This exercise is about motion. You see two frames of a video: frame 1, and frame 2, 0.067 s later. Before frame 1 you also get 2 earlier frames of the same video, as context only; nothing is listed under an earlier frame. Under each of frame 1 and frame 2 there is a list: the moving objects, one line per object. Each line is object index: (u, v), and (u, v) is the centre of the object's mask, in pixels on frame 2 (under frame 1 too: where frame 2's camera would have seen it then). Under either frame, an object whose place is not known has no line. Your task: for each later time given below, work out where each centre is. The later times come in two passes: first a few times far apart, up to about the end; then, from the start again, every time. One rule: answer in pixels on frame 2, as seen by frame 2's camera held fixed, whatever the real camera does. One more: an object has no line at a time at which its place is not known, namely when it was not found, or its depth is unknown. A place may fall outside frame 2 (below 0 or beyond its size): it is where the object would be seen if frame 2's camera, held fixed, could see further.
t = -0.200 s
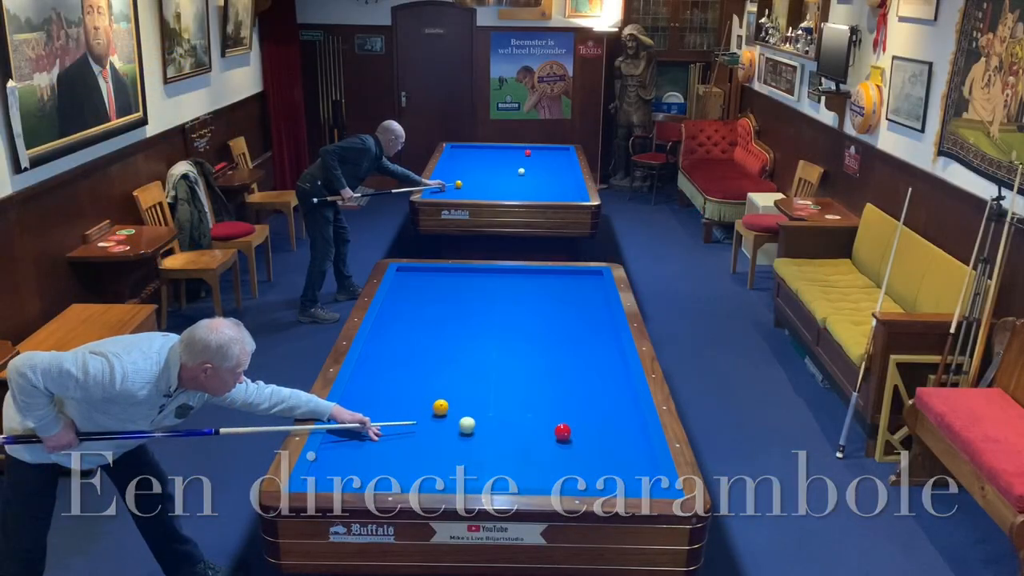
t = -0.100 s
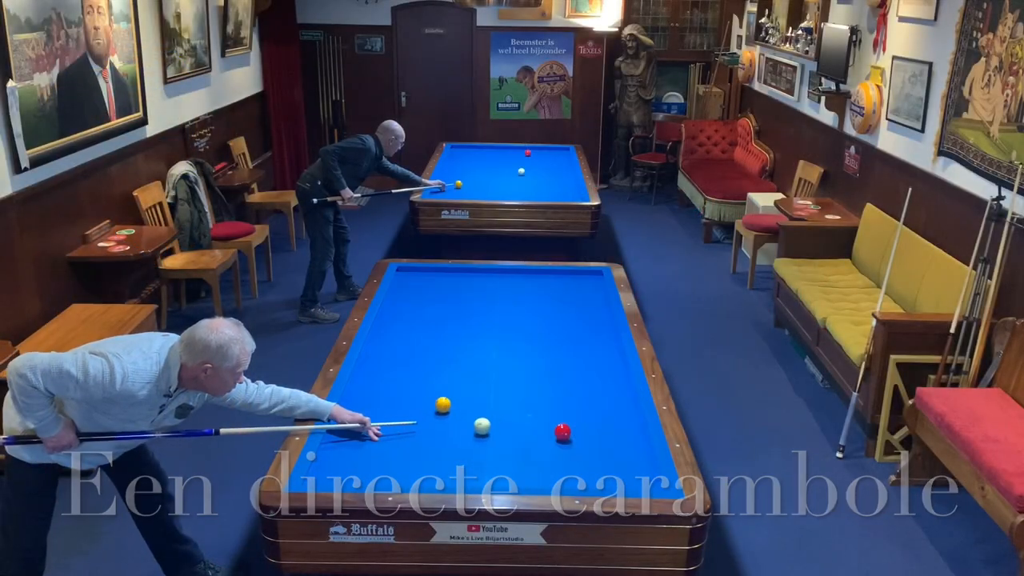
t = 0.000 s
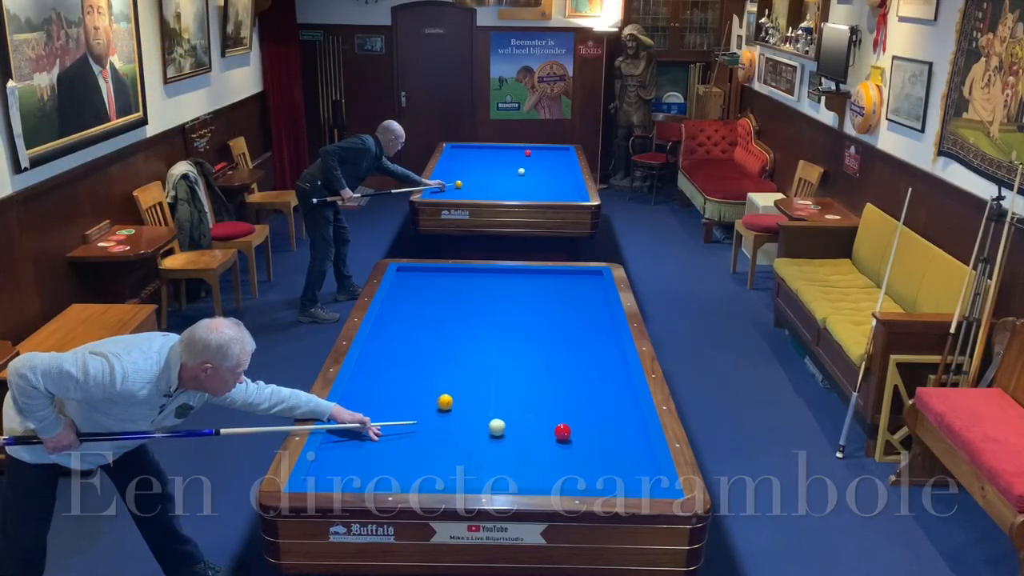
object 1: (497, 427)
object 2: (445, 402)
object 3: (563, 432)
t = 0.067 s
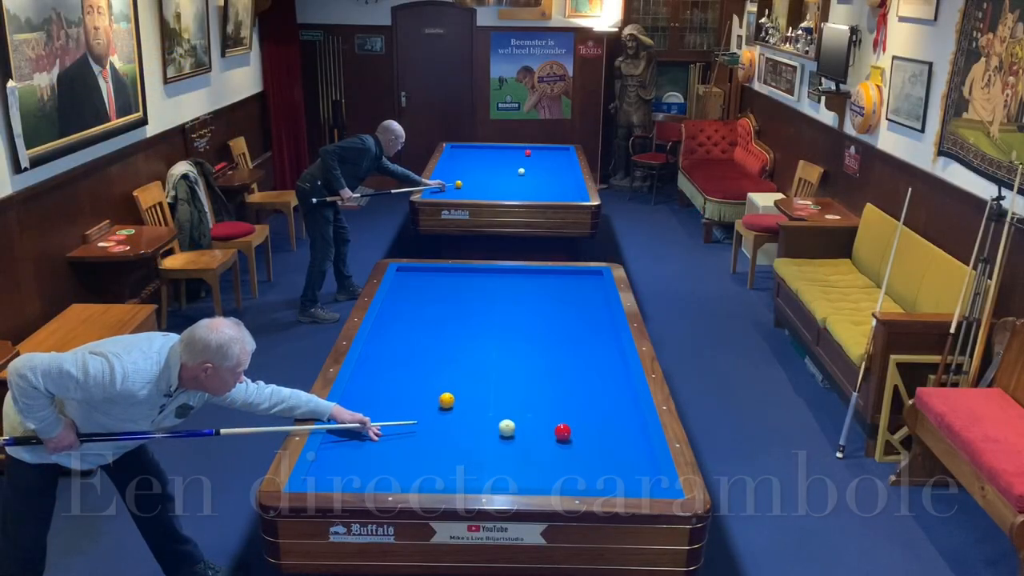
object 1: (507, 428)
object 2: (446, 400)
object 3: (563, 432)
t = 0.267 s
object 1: (536, 430)
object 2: (451, 396)
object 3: (563, 432)
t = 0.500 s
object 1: (550, 431)
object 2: (455, 391)
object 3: (581, 433)
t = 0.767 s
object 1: (559, 432)
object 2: (460, 385)
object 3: (606, 435)
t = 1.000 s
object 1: (565, 433)
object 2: (464, 381)
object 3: (627, 437)
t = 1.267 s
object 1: (572, 433)
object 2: (468, 376)
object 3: (638, 438)
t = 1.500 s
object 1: (578, 434)
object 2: (471, 373)
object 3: (627, 438)
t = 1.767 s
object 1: (583, 434)
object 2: (474, 369)
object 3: (615, 438)
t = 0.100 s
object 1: (511, 428)
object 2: (447, 400)
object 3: (562, 432)
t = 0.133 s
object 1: (516, 428)
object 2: (448, 399)
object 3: (563, 432)
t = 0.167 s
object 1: (521, 429)
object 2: (448, 398)
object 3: (563, 432)
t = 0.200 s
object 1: (526, 429)
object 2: (449, 397)
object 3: (563, 432)
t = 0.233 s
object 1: (531, 430)
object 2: (450, 396)
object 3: (563, 432)
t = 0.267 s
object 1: (536, 430)
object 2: (451, 396)
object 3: (563, 432)
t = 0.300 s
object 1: (541, 430)
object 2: (451, 395)
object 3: (563, 432)
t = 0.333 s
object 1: (546, 431)
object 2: (452, 394)
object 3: (563, 432)
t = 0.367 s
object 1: (546, 431)
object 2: (452, 393)
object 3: (567, 432)
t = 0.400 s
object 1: (547, 431)
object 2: (453, 393)
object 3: (572, 433)
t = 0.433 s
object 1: (548, 431)
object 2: (454, 392)
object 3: (575, 433)
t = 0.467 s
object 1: (549, 431)
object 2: (454, 391)
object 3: (578, 433)
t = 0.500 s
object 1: (550, 431)
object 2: (455, 391)
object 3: (581, 433)
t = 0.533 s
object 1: (551, 431)
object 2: (456, 390)
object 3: (584, 434)
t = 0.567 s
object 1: (552, 431)
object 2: (456, 389)
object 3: (588, 434)
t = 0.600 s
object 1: (553, 431)
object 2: (457, 388)
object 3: (591, 434)
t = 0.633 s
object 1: (554, 431)
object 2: (457, 388)
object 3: (594, 434)
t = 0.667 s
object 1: (555, 432)
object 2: (458, 387)
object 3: (597, 434)
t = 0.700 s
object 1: (557, 432)
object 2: (459, 386)
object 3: (600, 434)
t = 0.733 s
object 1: (558, 432)
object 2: (459, 386)
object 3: (603, 435)
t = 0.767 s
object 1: (559, 432)
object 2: (460, 385)
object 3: (606, 435)
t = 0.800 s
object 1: (560, 432)
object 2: (460, 384)
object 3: (609, 435)
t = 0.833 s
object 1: (561, 432)
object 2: (461, 384)
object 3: (612, 435)
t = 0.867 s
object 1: (562, 432)
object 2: (461, 383)
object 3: (615, 436)
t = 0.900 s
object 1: (562, 432)
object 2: (462, 382)
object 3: (618, 436)
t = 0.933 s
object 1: (564, 433)
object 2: (463, 382)
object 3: (622, 436)
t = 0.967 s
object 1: (565, 433)
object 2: (463, 381)
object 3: (624, 436)
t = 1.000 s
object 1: (565, 433)
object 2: (464, 381)
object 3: (627, 437)
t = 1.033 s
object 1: (566, 433)
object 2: (464, 380)
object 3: (630, 437)
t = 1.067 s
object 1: (567, 433)
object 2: (465, 379)
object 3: (633, 437)
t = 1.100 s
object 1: (568, 433)
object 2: (465, 379)
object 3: (637, 437)
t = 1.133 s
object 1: (569, 433)
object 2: (466, 378)
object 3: (639, 437)
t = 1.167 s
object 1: (570, 433)
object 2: (466, 378)
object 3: (642, 438)
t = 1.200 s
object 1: (571, 433)
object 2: (466, 377)
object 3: (641, 438)
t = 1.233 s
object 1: (572, 433)
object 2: (467, 377)
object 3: (639, 438)
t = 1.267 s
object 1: (572, 433)
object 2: (468, 376)
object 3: (638, 438)
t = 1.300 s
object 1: (573, 433)
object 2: (468, 376)
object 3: (636, 438)
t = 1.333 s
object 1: (574, 433)
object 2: (468, 375)
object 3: (634, 438)
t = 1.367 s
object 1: (575, 433)
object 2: (469, 375)
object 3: (633, 438)
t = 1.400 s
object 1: (575, 433)
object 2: (469, 374)
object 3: (631, 438)
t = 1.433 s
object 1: (576, 433)
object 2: (470, 374)
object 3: (630, 438)
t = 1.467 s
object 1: (577, 434)
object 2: (470, 373)
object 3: (629, 438)
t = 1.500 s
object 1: (578, 434)
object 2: (471, 373)
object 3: (627, 438)
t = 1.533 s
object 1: (579, 434)
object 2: (471, 372)
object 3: (626, 438)
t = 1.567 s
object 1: (579, 434)
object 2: (472, 372)
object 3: (624, 438)
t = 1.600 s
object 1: (579, 434)
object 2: (472, 371)
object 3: (622, 438)
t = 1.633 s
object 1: (580, 434)
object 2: (472, 371)
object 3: (621, 438)
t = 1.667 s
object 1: (581, 434)
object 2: (473, 370)
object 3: (619, 438)
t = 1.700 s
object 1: (582, 434)
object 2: (473, 370)
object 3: (618, 439)
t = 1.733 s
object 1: (582, 434)
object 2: (474, 369)
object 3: (617, 439)
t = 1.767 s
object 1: (583, 434)
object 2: (474, 369)
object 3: (615, 438)
